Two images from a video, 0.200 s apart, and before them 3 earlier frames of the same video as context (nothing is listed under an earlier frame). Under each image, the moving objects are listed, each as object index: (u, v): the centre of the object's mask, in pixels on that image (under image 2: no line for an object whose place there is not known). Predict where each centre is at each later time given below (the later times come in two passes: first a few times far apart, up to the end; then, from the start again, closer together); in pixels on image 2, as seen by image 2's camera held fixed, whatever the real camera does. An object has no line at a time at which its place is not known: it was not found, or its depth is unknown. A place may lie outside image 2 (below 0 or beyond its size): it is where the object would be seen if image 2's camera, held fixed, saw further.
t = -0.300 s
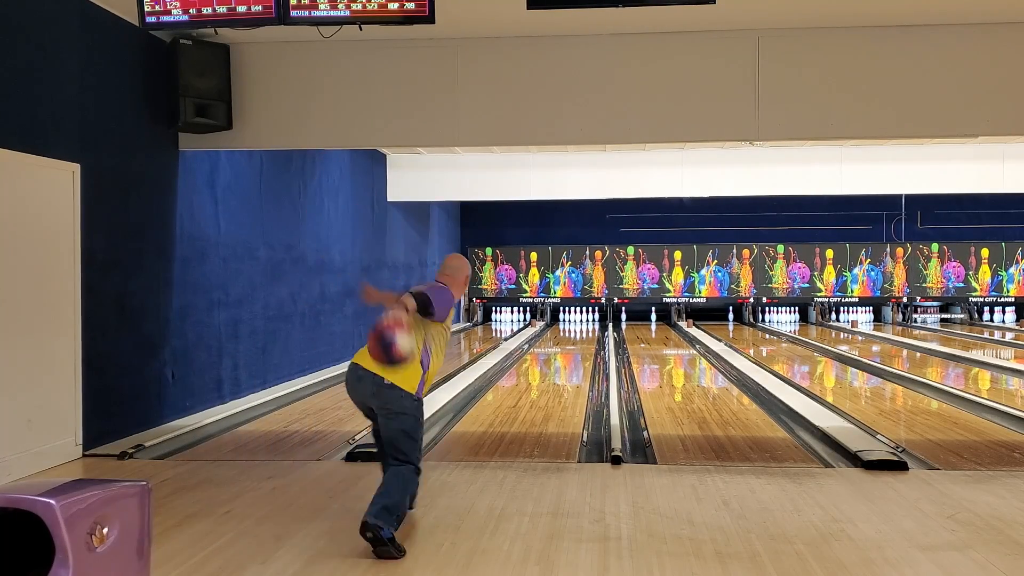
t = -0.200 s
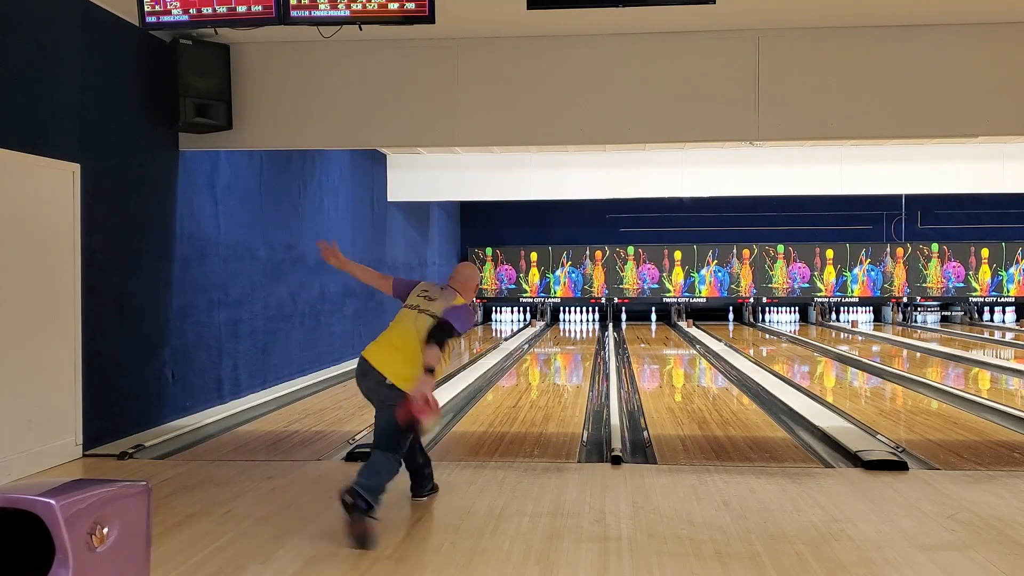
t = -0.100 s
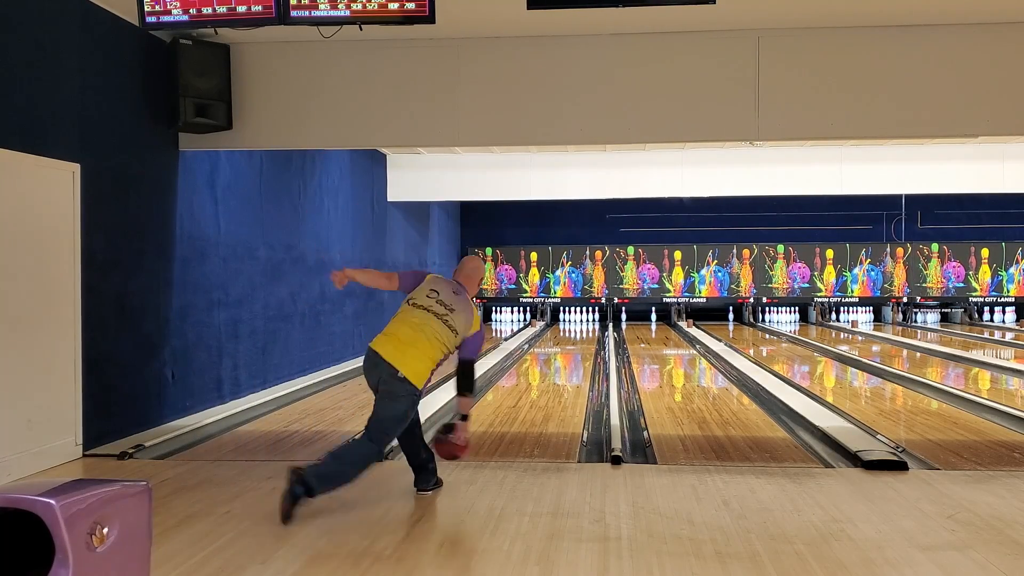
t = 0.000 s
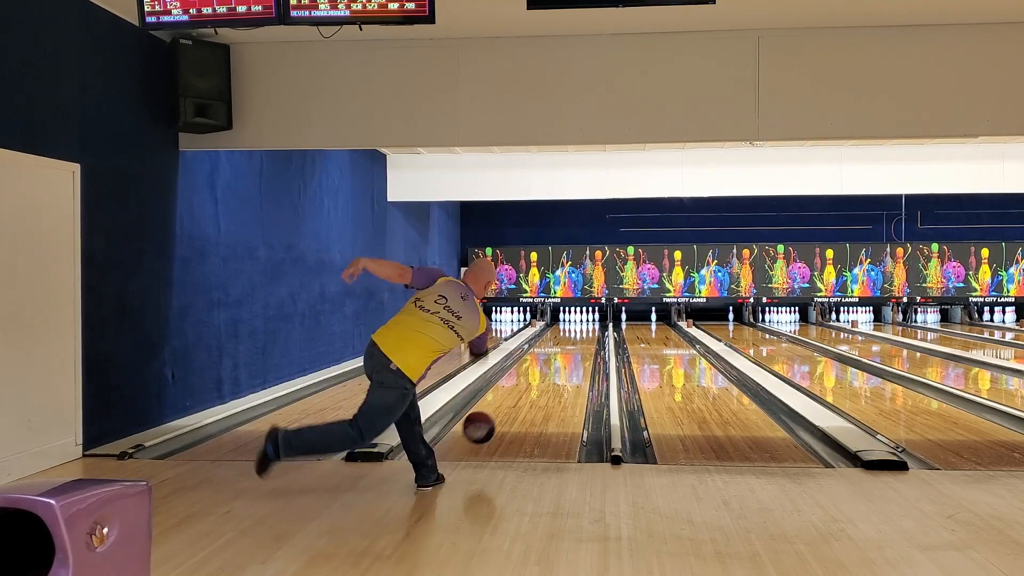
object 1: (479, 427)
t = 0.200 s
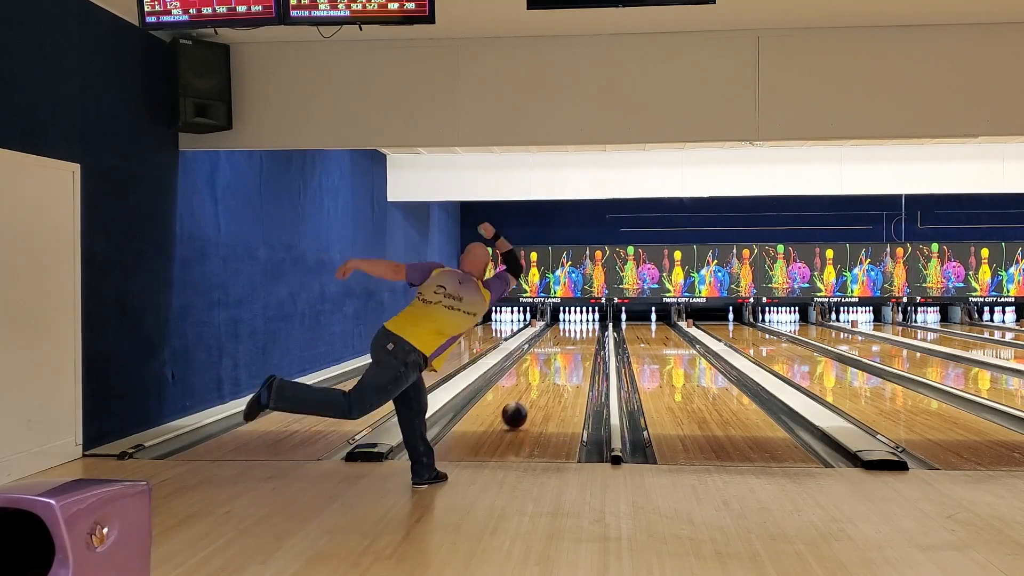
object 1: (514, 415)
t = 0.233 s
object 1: (519, 411)
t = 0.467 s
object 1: (545, 382)
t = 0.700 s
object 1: (560, 366)
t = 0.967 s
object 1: (572, 352)
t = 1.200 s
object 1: (579, 343)
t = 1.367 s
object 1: (582, 338)
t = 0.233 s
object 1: (519, 411)
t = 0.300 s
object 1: (527, 403)
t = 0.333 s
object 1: (530, 399)
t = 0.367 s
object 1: (534, 395)
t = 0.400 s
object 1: (537, 392)
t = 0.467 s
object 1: (545, 382)
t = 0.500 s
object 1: (548, 380)
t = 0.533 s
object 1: (550, 377)
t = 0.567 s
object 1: (552, 374)
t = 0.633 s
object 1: (557, 370)
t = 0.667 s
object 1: (558, 368)
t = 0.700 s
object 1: (560, 366)
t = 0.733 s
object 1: (562, 364)
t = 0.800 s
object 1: (565, 360)
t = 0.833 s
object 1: (566, 359)
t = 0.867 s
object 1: (568, 357)
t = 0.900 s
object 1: (569, 355)
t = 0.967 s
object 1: (572, 352)
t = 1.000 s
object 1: (573, 351)
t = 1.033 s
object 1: (574, 349)
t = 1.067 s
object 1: (575, 348)
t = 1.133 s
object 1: (577, 346)
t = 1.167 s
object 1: (578, 344)
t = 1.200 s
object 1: (579, 343)
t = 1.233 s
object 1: (580, 342)
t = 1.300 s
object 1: (581, 340)
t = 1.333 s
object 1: (582, 339)
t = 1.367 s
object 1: (582, 338)
